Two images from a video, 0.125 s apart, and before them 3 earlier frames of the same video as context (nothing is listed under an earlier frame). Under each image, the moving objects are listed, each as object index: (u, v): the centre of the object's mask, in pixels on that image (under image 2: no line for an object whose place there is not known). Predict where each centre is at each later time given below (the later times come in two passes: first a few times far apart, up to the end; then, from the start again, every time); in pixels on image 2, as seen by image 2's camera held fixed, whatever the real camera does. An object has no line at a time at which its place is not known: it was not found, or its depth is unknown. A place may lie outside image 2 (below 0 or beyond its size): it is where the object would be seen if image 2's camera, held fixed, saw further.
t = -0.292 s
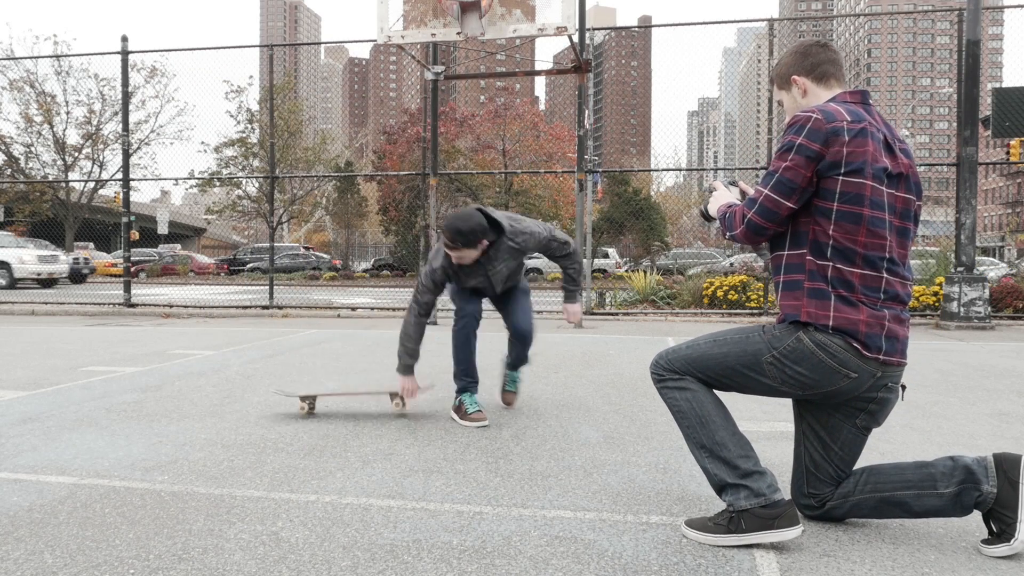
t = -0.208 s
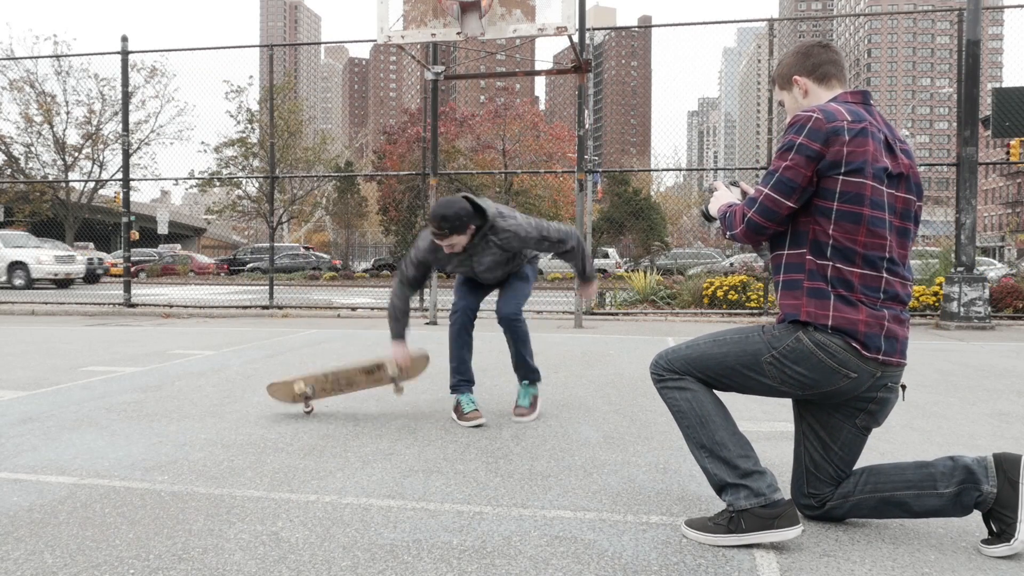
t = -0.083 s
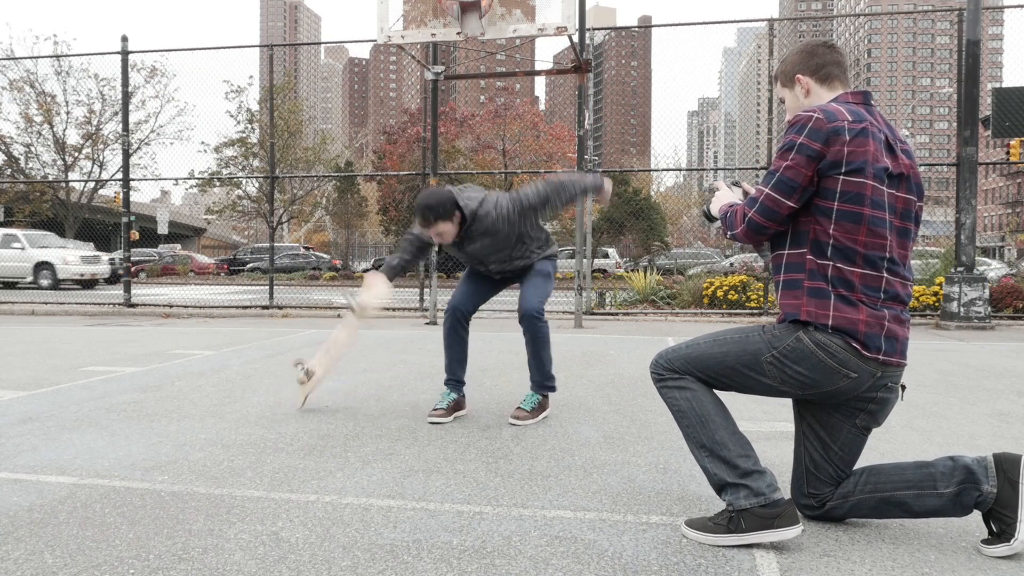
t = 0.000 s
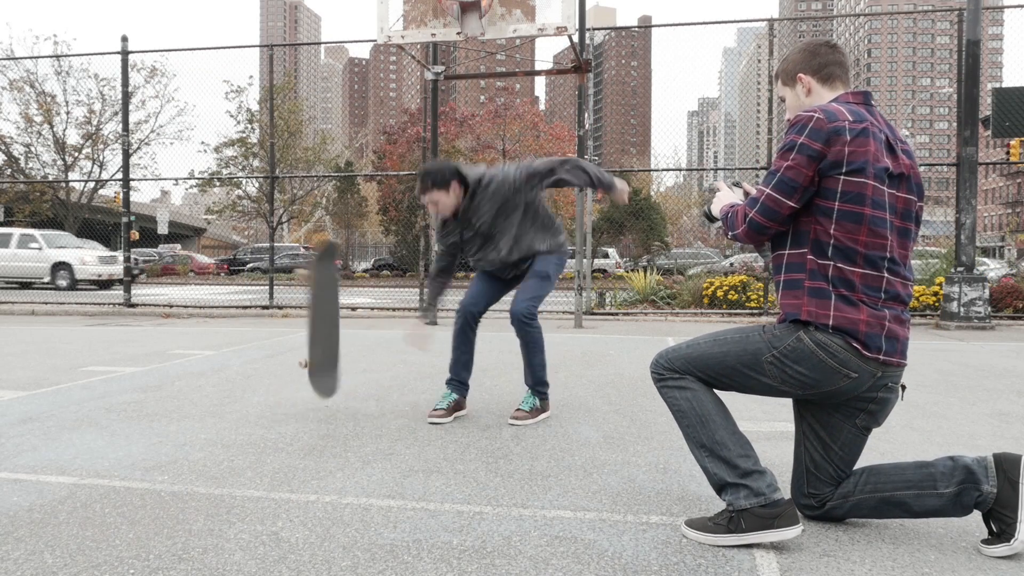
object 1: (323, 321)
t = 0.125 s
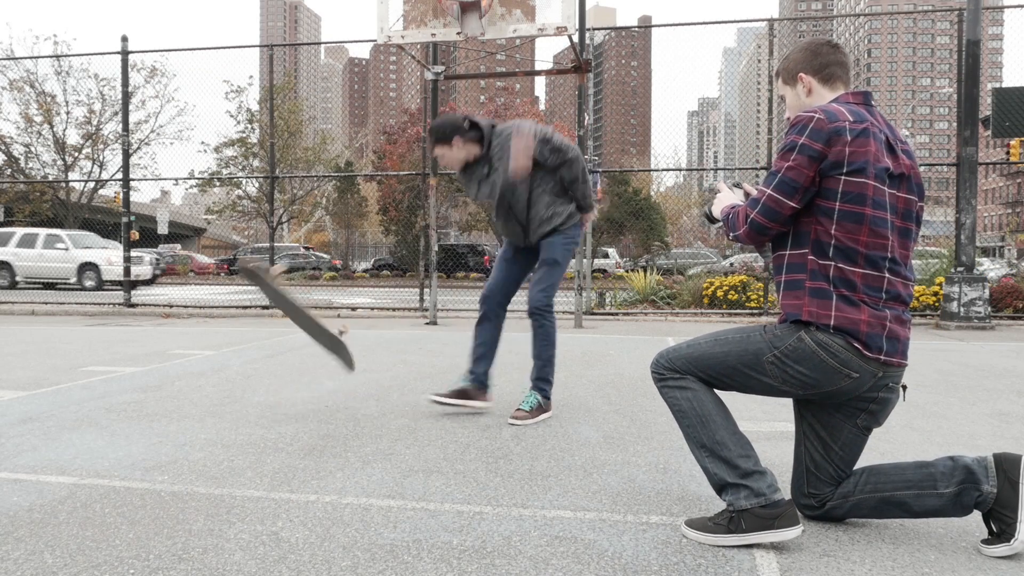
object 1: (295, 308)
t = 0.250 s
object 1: (295, 335)
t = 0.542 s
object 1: (236, 384)
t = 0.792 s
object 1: (204, 391)
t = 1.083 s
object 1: (181, 397)
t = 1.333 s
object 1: (160, 398)
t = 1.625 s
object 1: (138, 399)
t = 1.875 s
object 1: (123, 400)
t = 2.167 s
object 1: (108, 401)
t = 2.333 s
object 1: (101, 401)
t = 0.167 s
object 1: (301, 318)
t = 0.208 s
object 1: (294, 327)
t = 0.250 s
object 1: (295, 335)
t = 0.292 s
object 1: (288, 346)
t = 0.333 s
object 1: (281, 352)
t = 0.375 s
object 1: (273, 358)
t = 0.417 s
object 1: (261, 369)
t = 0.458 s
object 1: (249, 372)
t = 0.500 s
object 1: (242, 375)
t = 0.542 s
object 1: (236, 384)
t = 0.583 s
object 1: (232, 386)
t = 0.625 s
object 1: (232, 387)
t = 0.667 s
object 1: (223, 391)
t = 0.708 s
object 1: (216, 391)
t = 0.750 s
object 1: (214, 391)
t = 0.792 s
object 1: (204, 391)
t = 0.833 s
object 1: (206, 393)
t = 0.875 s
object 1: (200, 395)
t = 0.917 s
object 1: (197, 395)
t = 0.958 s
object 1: (194, 396)
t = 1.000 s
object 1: (190, 396)
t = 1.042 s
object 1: (186, 396)
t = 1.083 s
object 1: (181, 397)
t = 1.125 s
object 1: (178, 397)
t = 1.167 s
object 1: (174, 397)
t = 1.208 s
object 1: (171, 397)
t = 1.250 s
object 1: (167, 397)
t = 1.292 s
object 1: (163, 398)
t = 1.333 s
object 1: (160, 398)
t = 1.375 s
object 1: (157, 398)
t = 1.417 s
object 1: (154, 398)
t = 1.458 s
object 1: (150, 398)
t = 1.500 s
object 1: (148, 399)
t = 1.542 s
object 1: (144, 399)
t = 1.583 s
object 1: (142, 399)
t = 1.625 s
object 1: (138, 399)
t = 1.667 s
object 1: (136, 399)
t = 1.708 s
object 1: (133, 400)
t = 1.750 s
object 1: (130, 400)
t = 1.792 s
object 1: (127, 400)
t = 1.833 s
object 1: (126, 400)
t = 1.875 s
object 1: (123, 400)
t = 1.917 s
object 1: (120, 400)
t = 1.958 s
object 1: (119, 400)
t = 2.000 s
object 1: (116, 400)
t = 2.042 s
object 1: (114, 400)
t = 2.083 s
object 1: (112, 401)
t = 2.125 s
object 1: (110, 401)
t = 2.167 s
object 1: (108, 401)
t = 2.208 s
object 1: (106, 401)
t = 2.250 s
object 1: (104, 401)
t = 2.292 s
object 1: (103, 401)
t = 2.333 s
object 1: (101, 401)
